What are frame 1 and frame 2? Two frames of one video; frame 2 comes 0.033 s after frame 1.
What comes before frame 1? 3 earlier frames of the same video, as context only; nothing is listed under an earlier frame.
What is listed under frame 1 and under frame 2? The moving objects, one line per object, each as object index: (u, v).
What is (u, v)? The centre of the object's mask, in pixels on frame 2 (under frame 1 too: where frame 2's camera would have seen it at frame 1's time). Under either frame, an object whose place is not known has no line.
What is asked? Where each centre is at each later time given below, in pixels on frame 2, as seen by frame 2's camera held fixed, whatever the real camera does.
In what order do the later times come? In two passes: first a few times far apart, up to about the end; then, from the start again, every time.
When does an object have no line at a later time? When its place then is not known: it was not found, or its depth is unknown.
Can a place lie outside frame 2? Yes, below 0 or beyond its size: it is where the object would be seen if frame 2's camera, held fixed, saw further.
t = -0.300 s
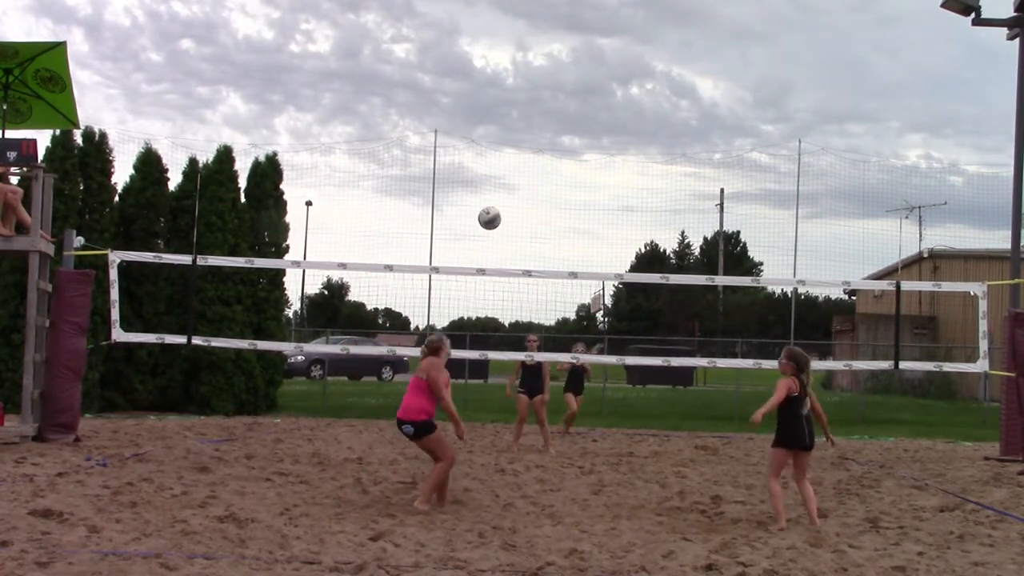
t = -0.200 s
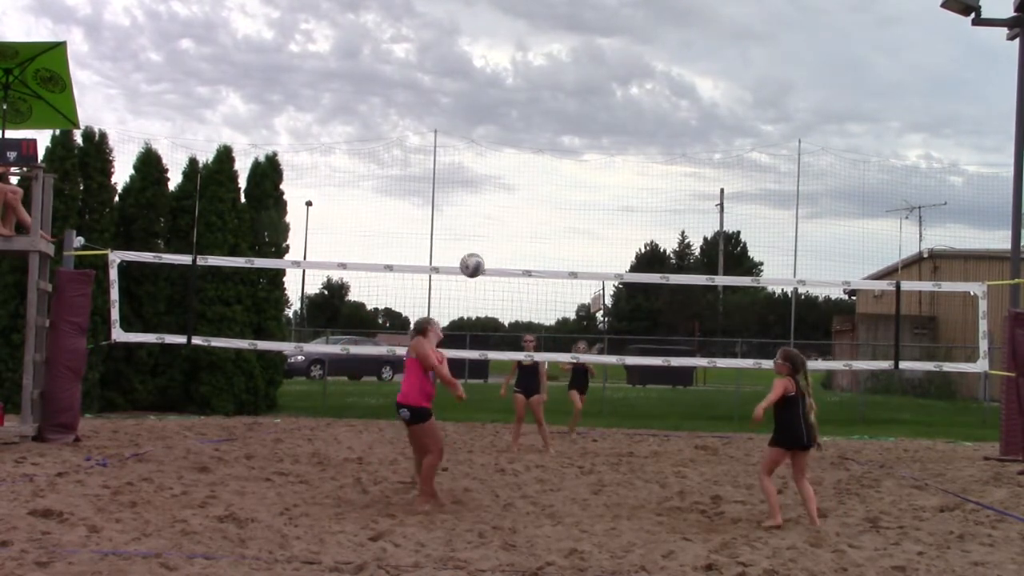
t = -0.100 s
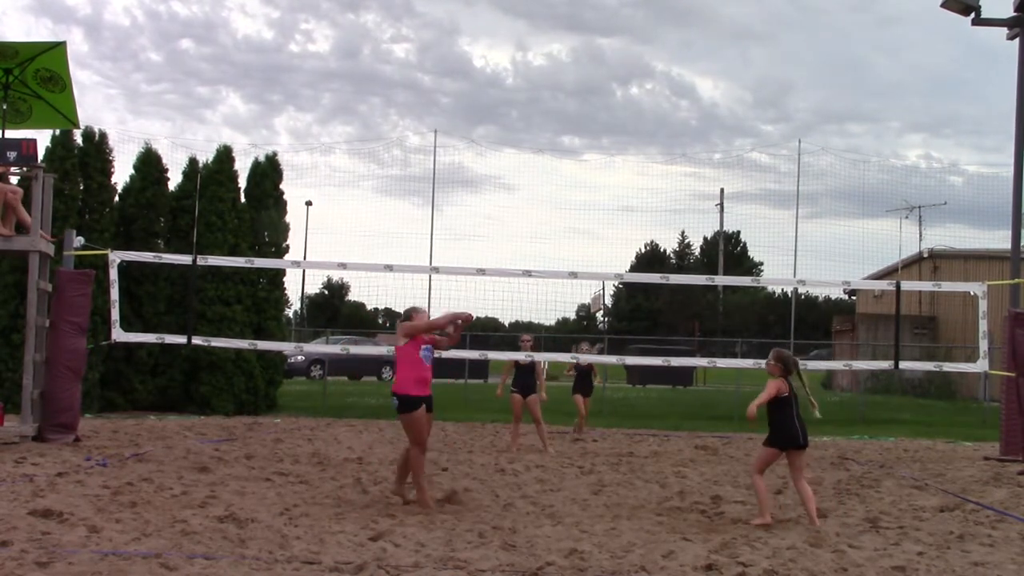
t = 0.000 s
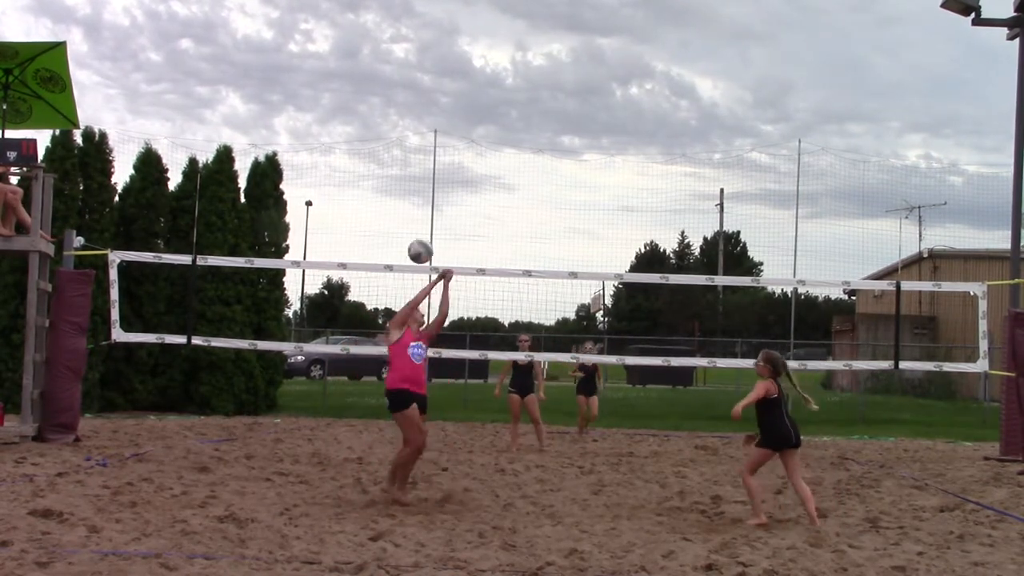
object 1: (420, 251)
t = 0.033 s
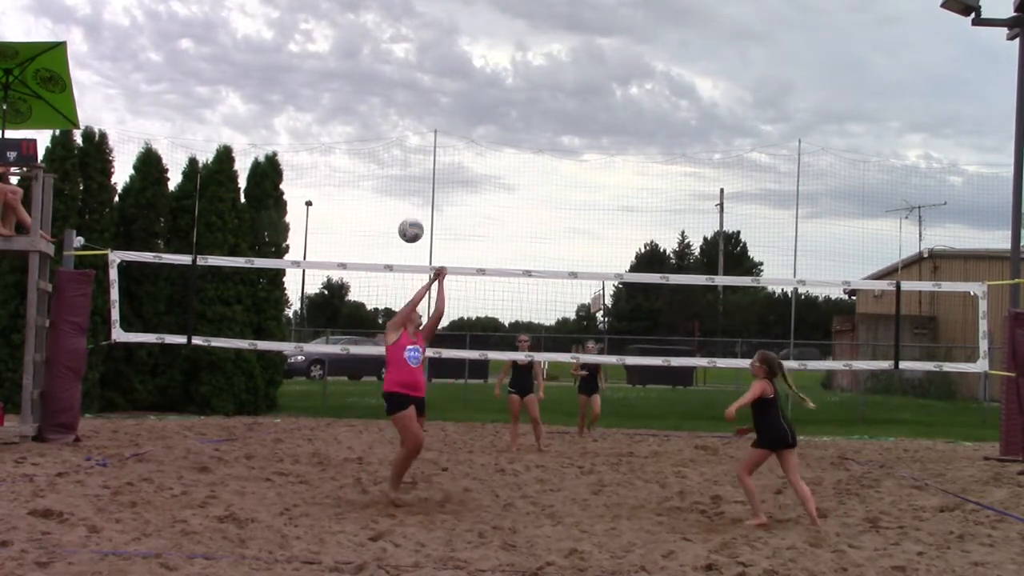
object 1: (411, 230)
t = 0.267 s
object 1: (350, 130)
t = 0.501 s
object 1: (296, 94)
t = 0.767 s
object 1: (241, 118)
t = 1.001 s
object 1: (195, 188)
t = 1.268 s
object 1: (151, 307)
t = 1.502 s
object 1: (124, 397)
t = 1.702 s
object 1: (96, 428)
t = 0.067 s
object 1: (401, 211)
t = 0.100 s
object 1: (392, 194)
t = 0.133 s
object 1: (384, 178)
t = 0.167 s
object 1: (375, 163)
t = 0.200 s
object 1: (366, 151)
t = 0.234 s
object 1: (357, 140)
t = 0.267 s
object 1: (350, 130)
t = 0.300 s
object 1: (341, 121)
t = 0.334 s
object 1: (334, 114)
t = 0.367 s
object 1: (326, 107)
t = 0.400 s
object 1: (318, 101)
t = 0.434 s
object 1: (311, 98)
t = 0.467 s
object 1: (303, 95)
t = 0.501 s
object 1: (296, 94)
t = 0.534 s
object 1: (288, 94)
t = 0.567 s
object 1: (281, 94)
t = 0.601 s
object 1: (274, 95)
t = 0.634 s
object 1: (268, 98)
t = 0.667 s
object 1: (261, 102)
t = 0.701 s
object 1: (254, 106)
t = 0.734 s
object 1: (247, 112)
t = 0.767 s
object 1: (241, 118)
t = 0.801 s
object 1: (234, 125)
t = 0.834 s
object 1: (227, 134)
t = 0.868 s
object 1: (221, 143)
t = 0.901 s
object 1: (214, 153)
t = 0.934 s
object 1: (209, 164)
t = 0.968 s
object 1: (202, 176)
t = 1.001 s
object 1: (195, 188)
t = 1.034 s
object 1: (189, 201)
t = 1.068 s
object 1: (183, 216)
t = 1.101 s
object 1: (177, 230)
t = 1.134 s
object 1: (171, 245)
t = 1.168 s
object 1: (165, 262)
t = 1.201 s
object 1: (159, 279)
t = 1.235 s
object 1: (155, 295)
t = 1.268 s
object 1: (151, 307)
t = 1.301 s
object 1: (147, 318)
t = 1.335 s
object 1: (143, 330)
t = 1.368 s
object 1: (139, 341)
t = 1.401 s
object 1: (135, 353)
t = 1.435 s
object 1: (131, 367)
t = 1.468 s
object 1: (127, 382)
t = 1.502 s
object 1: (124, 397)
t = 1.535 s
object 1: (119, 413)
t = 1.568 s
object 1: (116, 431)
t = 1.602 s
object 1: (112, 440)
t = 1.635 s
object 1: (106, 435)
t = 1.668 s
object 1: (101, 431)
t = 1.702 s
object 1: (96, 428)
